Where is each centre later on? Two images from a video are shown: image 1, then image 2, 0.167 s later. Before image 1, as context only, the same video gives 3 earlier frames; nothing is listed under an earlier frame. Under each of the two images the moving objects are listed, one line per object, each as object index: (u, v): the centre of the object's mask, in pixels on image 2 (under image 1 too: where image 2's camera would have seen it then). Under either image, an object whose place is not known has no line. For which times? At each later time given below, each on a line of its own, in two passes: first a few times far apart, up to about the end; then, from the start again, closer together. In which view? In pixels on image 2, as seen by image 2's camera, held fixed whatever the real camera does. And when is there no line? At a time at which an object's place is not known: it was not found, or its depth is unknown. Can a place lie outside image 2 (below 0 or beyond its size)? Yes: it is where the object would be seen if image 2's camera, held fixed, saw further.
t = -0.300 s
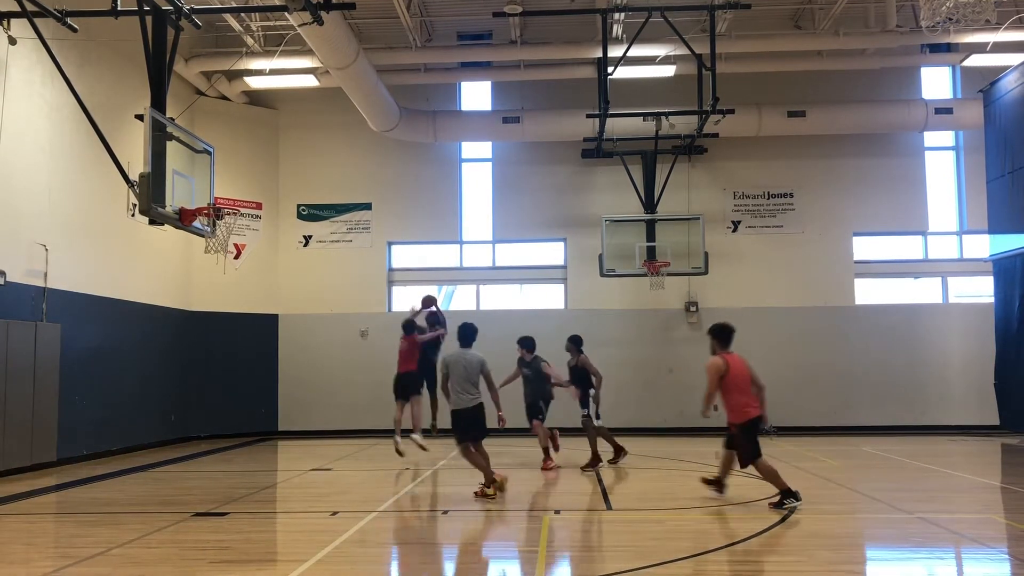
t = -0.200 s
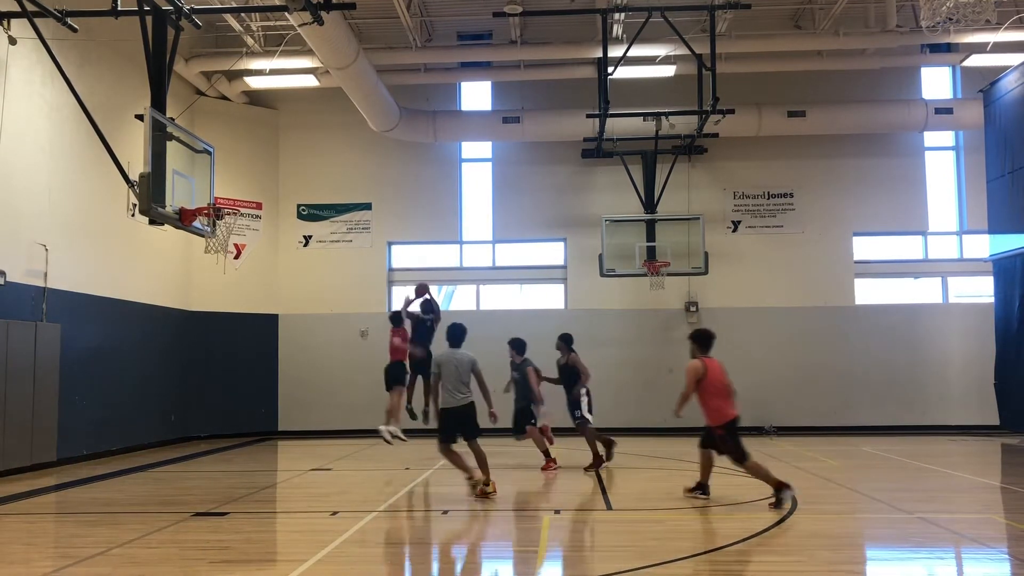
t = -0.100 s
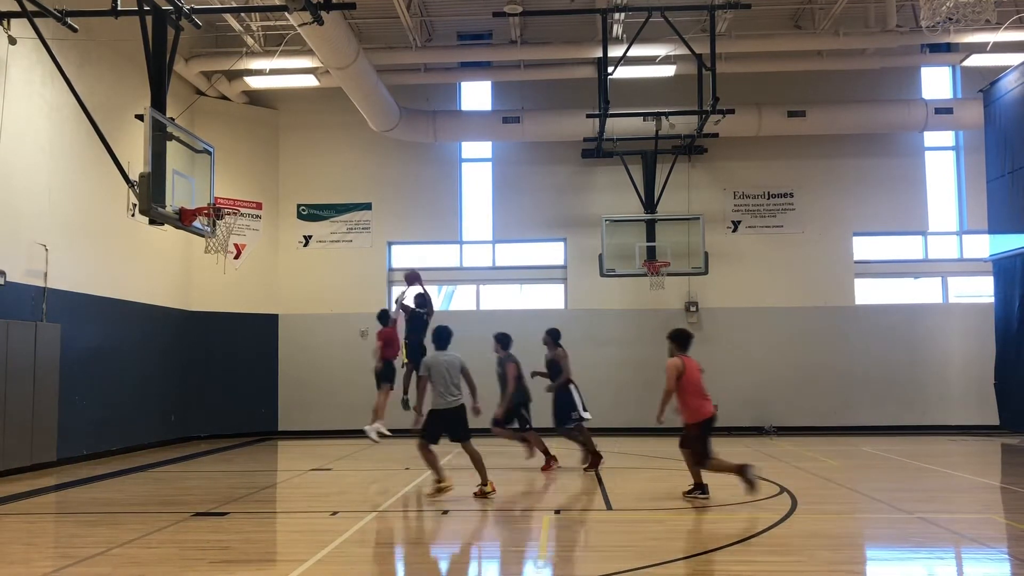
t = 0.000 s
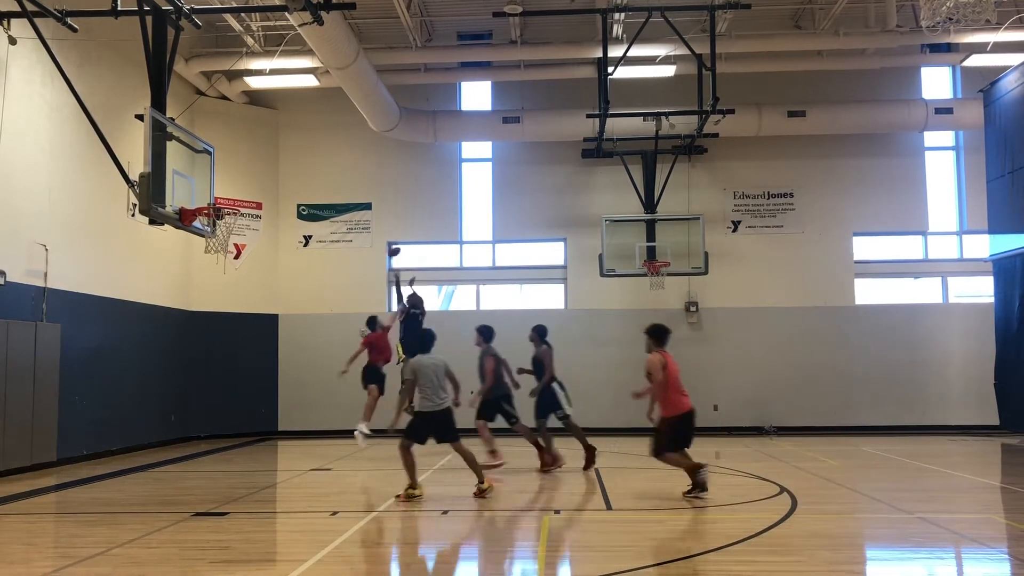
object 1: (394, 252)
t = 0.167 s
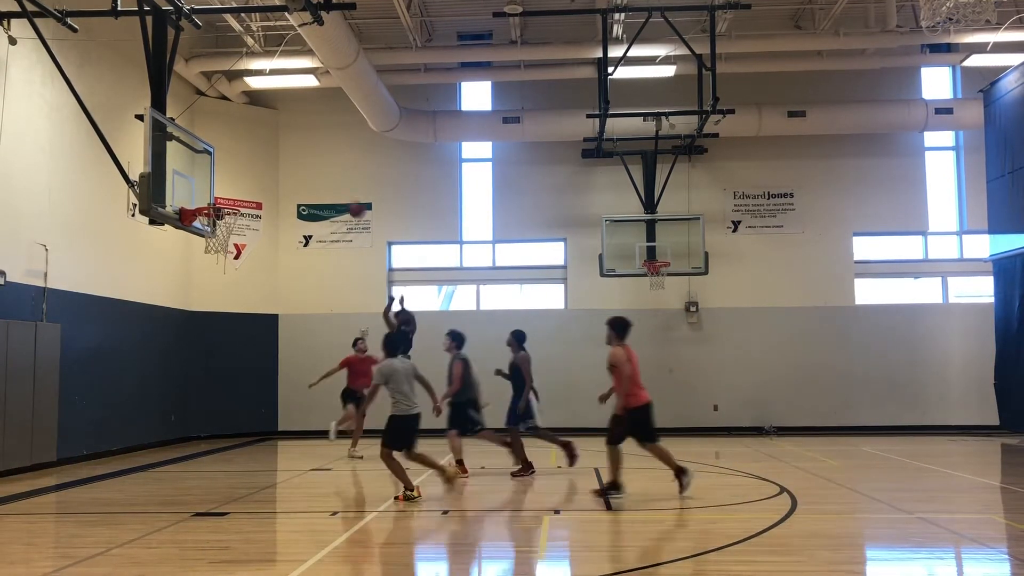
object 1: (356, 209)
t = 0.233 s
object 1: (339, 196)
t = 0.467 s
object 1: (274, 171)
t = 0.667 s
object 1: (210, 179)
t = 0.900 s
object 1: (222, 221)
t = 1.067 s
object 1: (227, 259)
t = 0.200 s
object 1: (348, 200)
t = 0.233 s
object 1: (339, 196)
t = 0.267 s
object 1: (330, 190)
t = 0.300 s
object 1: (322, 185)
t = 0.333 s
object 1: (313, 181)
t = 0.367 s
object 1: (303, 177)
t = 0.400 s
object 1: (294, 175)
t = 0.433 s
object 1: (284, 173)
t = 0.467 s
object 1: (274, 171)
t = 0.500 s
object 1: (264, 170)
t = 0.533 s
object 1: (254, 171)
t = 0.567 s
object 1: (243, 171)
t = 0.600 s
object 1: (232, 173)
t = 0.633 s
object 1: (222, 176)
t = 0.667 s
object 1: (210, 179)
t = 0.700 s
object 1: (210, 182)
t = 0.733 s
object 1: (211, 186)
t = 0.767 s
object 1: (213, 191)
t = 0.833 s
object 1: (216, 201)
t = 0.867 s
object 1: (220, 213)
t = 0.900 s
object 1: (222, 221)
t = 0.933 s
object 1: (226, 231)
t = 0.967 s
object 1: (227, 240)
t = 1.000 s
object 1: (227, 246)
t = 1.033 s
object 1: (228, 252)
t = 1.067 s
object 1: (227, 259)
